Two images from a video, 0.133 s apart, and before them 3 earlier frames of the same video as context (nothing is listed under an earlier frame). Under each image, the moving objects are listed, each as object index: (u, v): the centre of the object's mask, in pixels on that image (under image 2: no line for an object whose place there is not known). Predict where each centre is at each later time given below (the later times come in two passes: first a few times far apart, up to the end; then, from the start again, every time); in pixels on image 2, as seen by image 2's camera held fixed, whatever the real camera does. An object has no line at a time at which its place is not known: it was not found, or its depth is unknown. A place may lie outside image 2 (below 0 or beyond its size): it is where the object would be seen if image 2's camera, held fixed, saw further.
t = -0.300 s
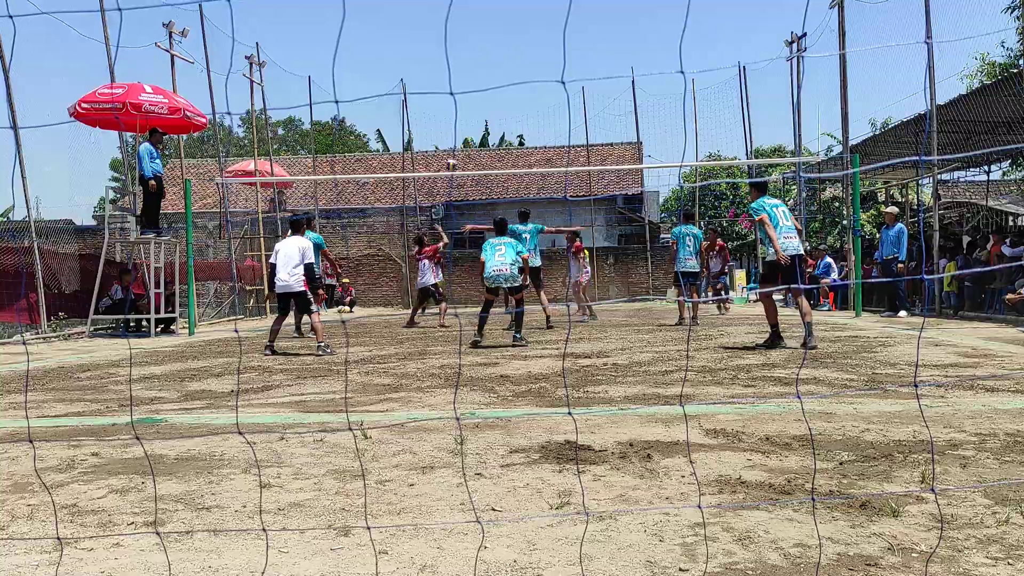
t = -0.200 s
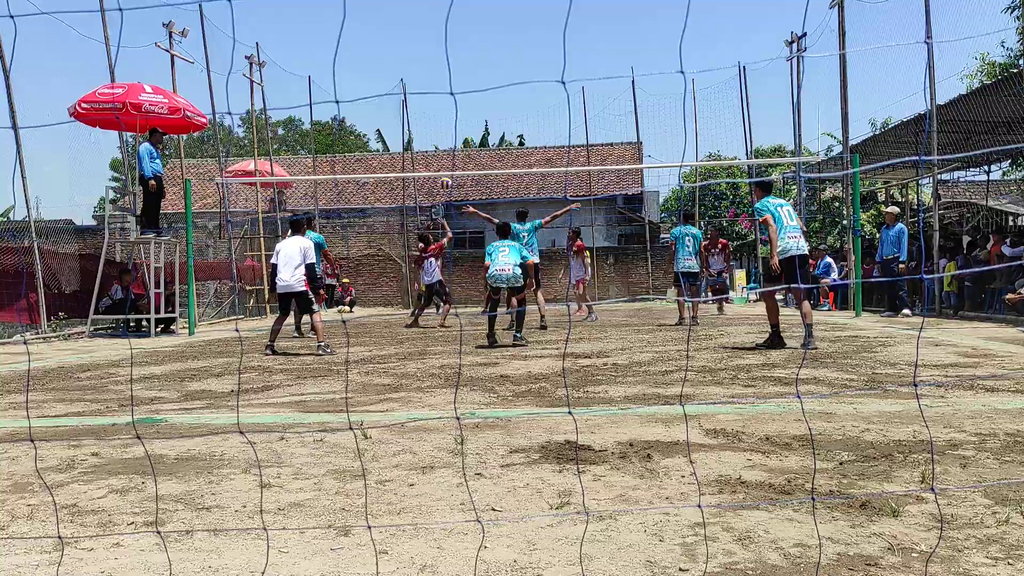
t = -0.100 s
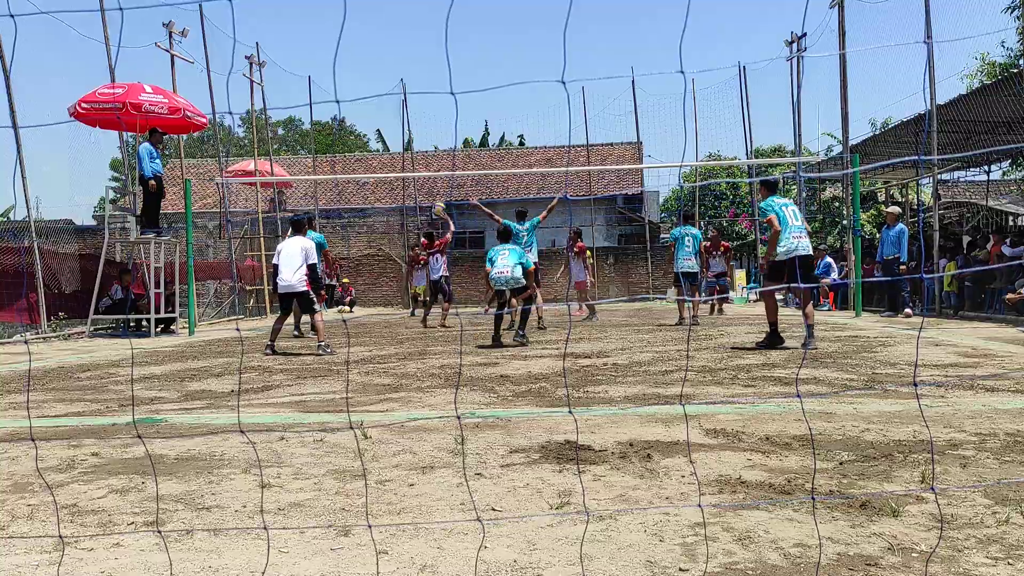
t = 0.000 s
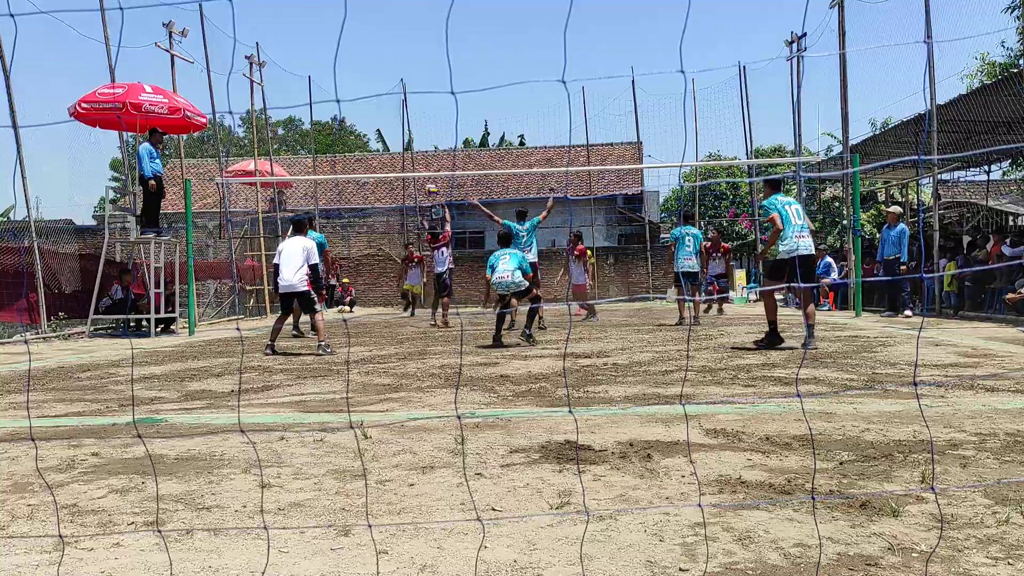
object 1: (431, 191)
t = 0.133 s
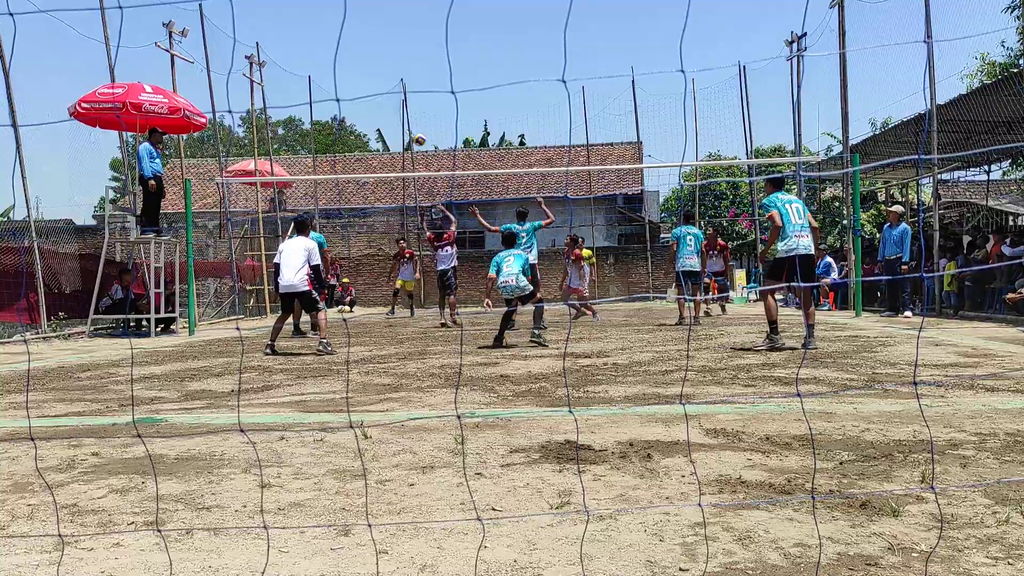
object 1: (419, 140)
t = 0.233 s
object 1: (412, 110)
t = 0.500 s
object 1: (391, 61)
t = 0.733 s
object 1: (375, 54)
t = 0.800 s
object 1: (370, 57)
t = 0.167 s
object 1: (416, 129)
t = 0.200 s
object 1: (414, 119)
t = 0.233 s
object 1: (412, 110)
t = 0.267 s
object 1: (409, 101)
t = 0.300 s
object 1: (406, 93)
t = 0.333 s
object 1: (403, 86)
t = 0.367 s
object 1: (401, 80)
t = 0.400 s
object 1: (399, 74)
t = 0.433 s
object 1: (396, 69)
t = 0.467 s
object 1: (393, 65)
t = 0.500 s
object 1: (391, 61)
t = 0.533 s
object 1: (389, 58)
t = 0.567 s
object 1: (386, 56)
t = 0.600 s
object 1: (384, 54)
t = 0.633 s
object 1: (382, 53)
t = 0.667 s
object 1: (379, 53)
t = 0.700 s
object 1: (377, 53)
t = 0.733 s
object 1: (375, 54)
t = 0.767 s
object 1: (373, 55)
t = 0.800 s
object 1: (370, 57)
